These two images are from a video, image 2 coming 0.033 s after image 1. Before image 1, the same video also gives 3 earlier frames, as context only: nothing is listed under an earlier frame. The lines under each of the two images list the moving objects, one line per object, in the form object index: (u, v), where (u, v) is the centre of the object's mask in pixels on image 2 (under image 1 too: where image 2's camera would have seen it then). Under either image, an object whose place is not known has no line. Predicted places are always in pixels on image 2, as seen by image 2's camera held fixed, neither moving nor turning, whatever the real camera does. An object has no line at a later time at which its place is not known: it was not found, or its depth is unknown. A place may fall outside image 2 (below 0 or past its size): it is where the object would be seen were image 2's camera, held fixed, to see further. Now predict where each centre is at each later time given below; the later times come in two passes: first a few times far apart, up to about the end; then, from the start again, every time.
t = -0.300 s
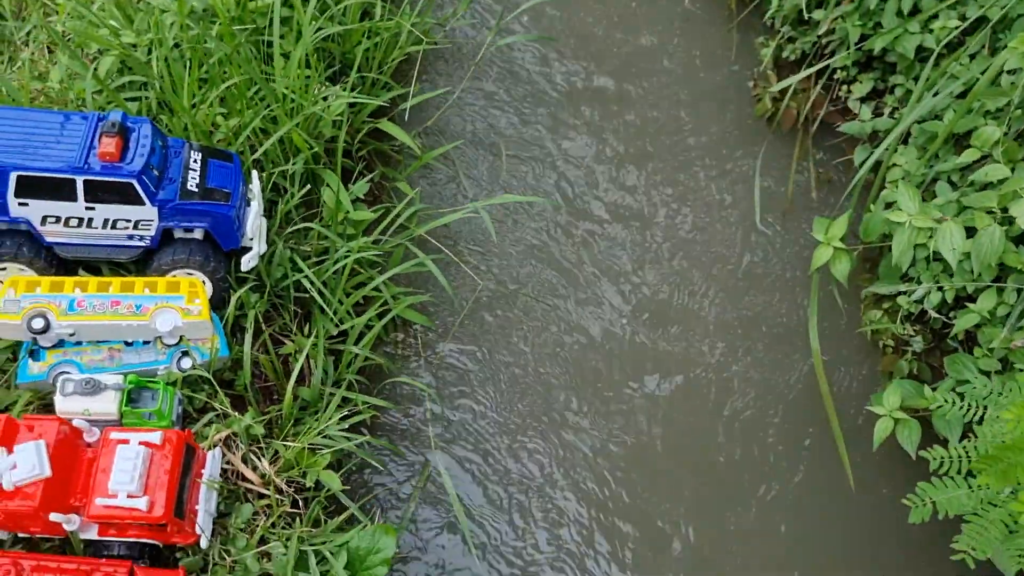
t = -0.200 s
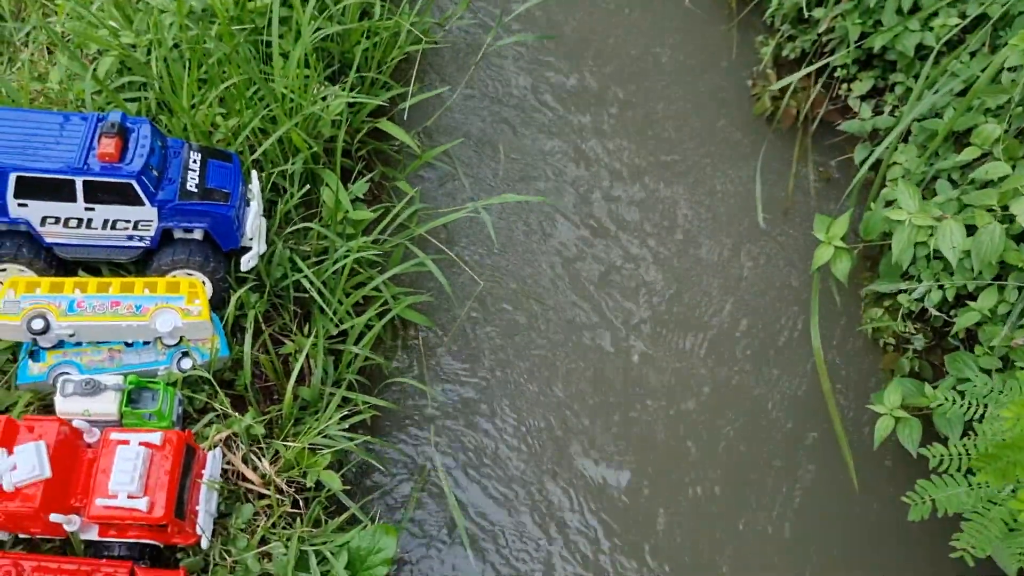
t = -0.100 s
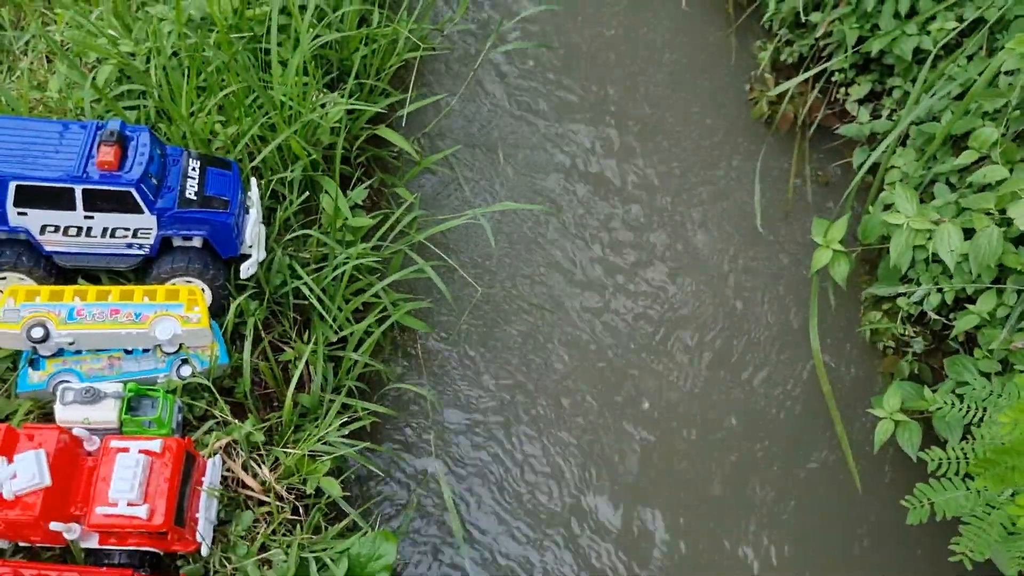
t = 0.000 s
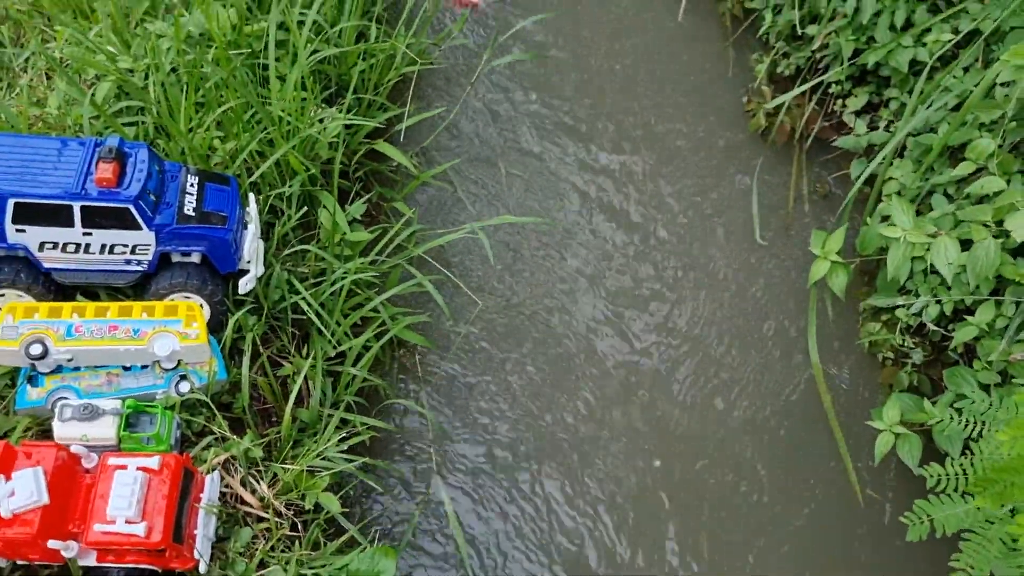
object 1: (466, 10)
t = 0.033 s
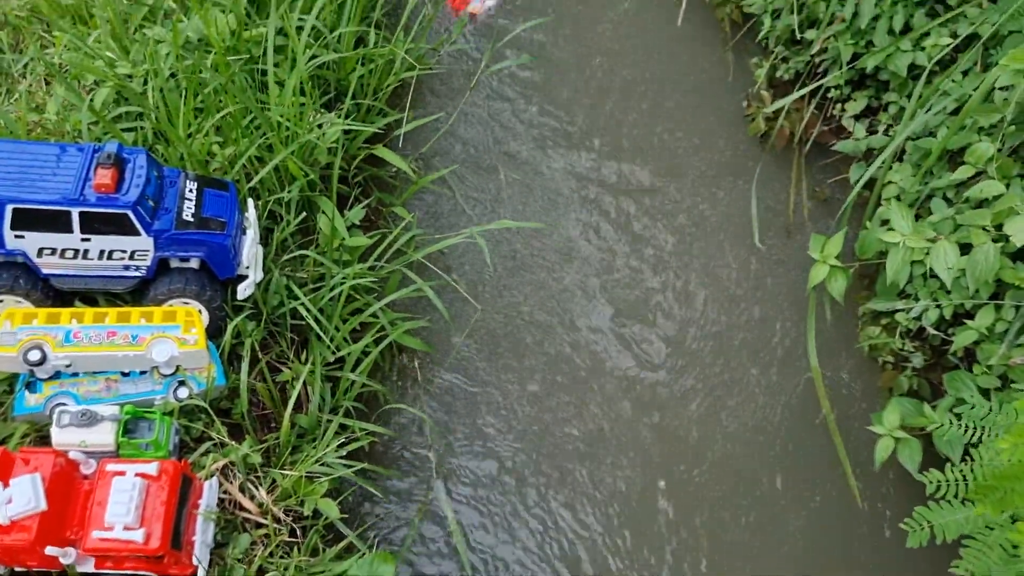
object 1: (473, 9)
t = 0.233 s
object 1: (497, 25)
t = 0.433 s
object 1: (503, 68)
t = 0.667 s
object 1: (515, 127)
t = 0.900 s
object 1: (530, 191)
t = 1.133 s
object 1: (548, 261)
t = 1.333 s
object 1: (567, 330)
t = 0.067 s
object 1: (477, 11)
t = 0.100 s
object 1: (480, 11)
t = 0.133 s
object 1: (485, 13)
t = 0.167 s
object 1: (490, 16)
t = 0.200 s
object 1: (493, 19)
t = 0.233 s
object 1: (497, 25)
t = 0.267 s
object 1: (499, 31)
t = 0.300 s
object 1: (499, 38)
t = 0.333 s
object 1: (501, 44)
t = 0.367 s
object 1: (500, 53)
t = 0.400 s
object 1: (502, 60)
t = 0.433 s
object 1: (503, 68)
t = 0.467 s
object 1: (506, 76)
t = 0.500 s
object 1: (507, 84)
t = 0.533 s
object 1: (508, 91)
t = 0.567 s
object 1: (511, 99)
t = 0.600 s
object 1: (512, 108)
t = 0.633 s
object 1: (513, 117)
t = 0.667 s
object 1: (515, 127)
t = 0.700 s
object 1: (518, 135)
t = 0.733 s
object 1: (520, 143)
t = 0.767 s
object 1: (522, 153)
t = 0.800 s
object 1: (524, 163)
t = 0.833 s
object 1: (525, 172)
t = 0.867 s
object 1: (529, 180)
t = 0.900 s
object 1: (530, 191)
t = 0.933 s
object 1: (532, 200)
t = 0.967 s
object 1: (534, 210)
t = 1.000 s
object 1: (537, 220)
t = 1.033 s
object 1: (540, 230)
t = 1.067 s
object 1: (542, 240)
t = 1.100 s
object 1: (545, 250)
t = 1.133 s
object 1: (548, 261)
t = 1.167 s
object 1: (551, 271)
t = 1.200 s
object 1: (554, 282)
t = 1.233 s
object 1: (557, 293)
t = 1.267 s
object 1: (560, 305)
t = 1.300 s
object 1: (564, 317)
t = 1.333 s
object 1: (567, 330)
